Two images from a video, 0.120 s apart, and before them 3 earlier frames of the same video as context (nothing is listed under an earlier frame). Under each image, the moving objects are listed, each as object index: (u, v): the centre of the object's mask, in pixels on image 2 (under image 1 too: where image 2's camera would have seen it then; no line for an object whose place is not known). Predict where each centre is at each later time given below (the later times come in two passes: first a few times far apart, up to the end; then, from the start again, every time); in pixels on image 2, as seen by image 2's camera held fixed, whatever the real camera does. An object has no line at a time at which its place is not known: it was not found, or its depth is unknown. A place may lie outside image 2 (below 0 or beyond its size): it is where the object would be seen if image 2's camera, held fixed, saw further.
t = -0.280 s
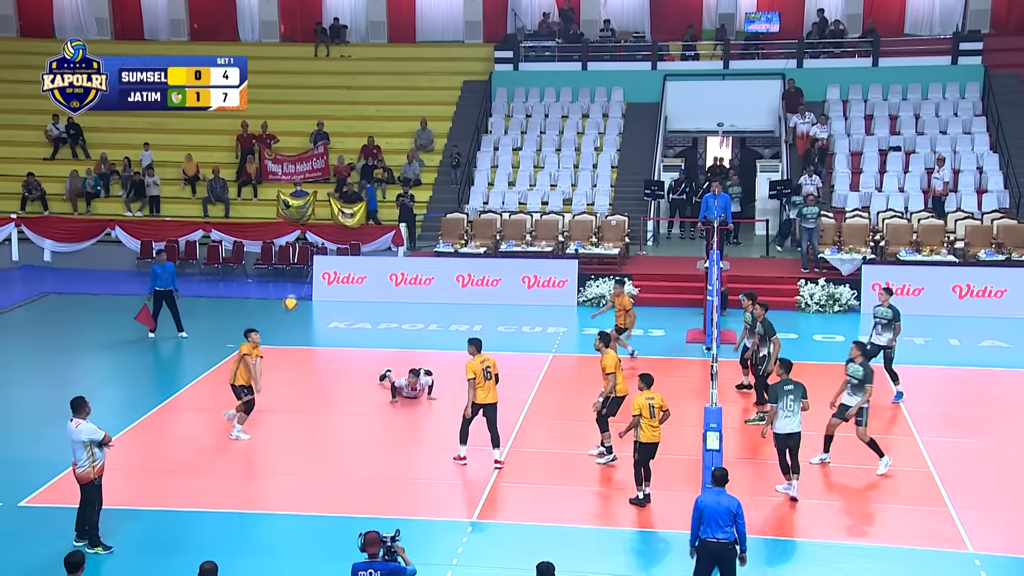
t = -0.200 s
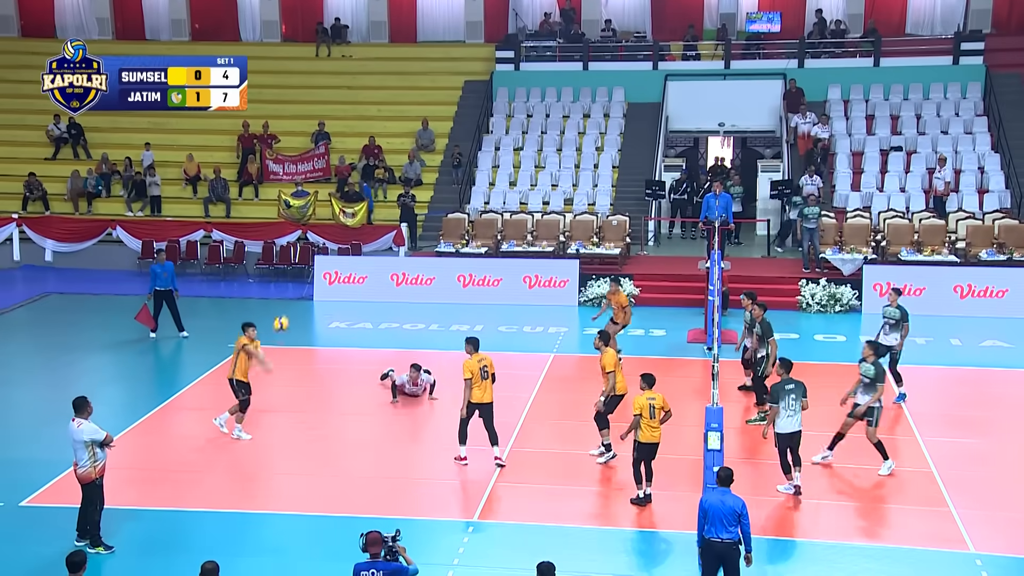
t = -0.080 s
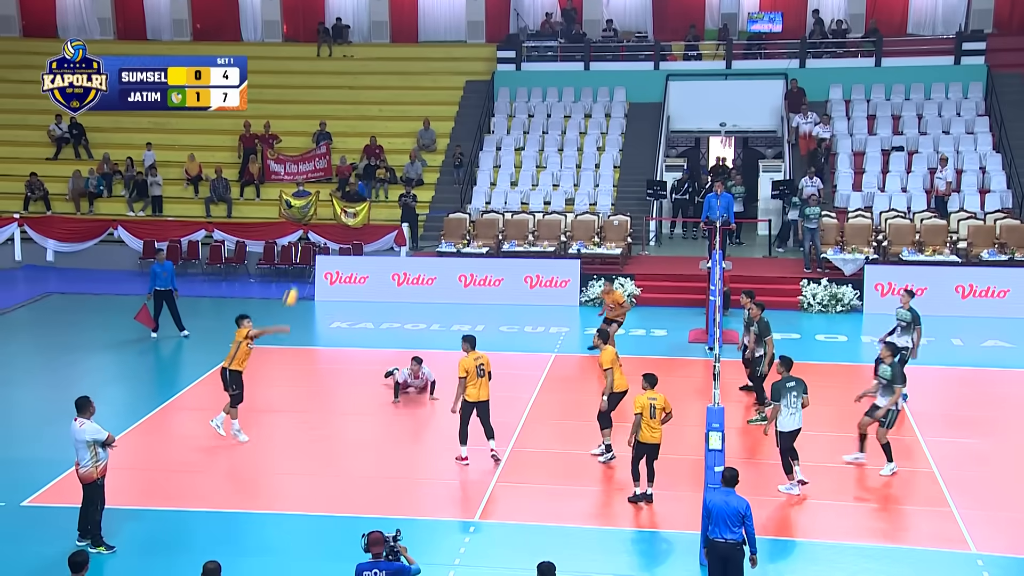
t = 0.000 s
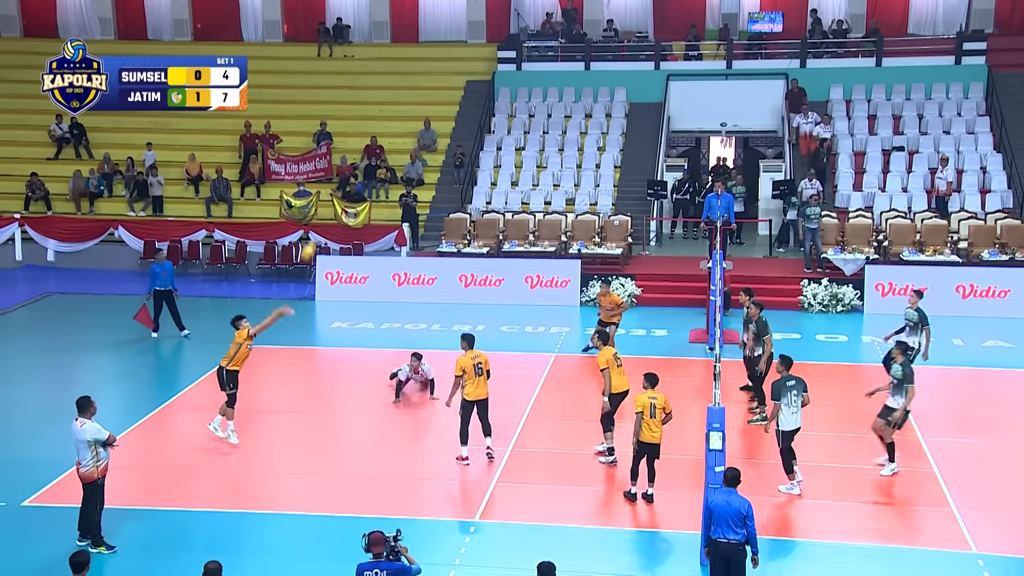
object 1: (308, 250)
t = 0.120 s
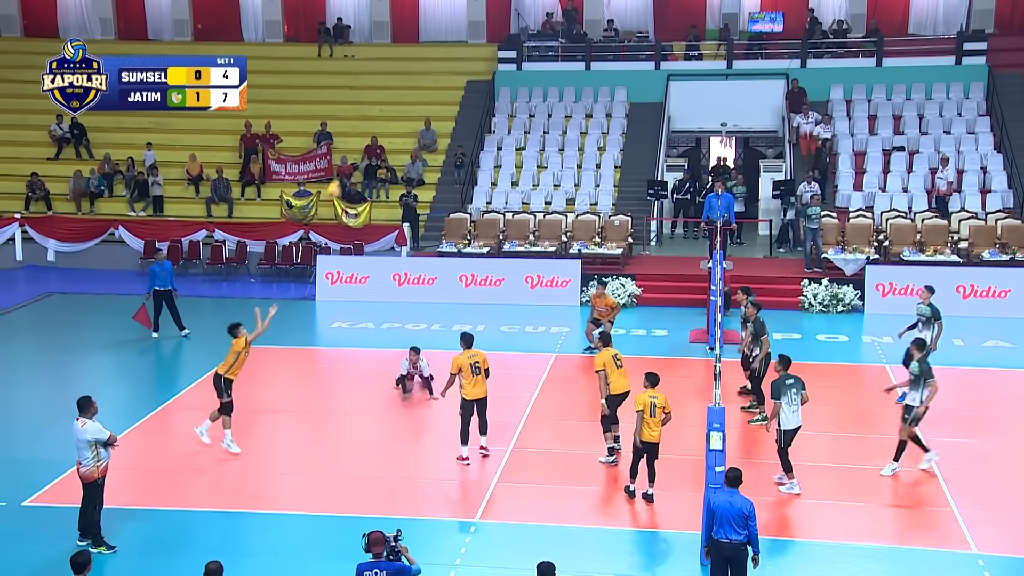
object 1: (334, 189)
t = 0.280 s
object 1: (365, 128)
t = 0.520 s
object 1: (409, 71)
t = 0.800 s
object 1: (455, 54)
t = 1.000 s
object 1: (484, 70)
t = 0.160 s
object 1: (342, 173)
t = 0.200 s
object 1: (349, 157)
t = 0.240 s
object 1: (358, 140)
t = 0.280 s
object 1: (365, 128)
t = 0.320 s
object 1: (373, 115)
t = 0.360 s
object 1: (380, 104)
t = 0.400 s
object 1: (387, 94)
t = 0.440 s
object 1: (395, 84)
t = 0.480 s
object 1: (402, 76)
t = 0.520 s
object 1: (409, 71)
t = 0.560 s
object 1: (416, 65)
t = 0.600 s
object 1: (423, 60)
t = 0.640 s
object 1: (430, 57)
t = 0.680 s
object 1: (436, 55)
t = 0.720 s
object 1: (442, 53)
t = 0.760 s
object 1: (448, 53)
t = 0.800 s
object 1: (455, 54)
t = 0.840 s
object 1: (460, 55)
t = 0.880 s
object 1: (466, 58)
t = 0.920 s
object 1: (472, 61)
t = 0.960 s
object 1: (478, 66)
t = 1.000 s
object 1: (484, 70)
